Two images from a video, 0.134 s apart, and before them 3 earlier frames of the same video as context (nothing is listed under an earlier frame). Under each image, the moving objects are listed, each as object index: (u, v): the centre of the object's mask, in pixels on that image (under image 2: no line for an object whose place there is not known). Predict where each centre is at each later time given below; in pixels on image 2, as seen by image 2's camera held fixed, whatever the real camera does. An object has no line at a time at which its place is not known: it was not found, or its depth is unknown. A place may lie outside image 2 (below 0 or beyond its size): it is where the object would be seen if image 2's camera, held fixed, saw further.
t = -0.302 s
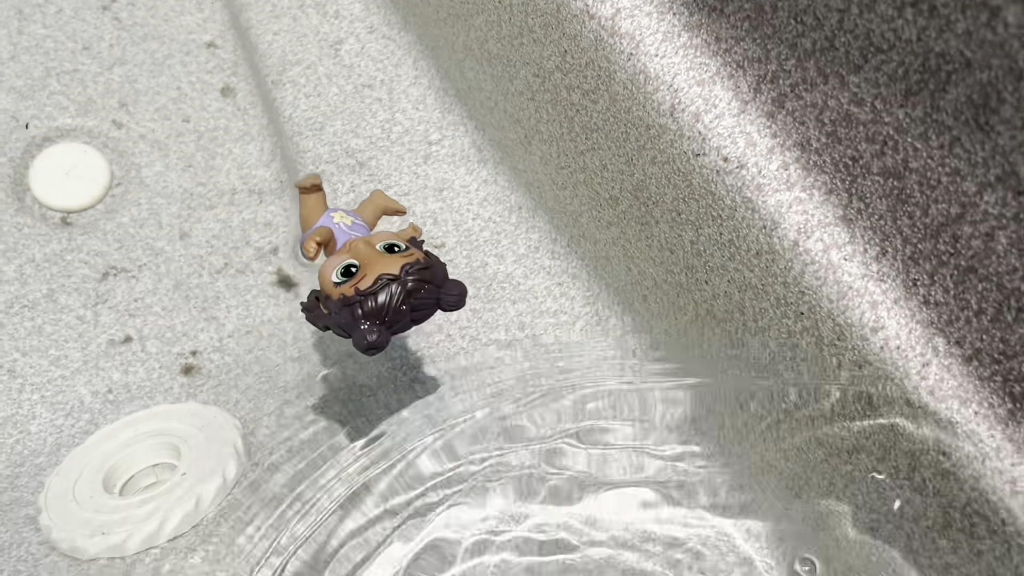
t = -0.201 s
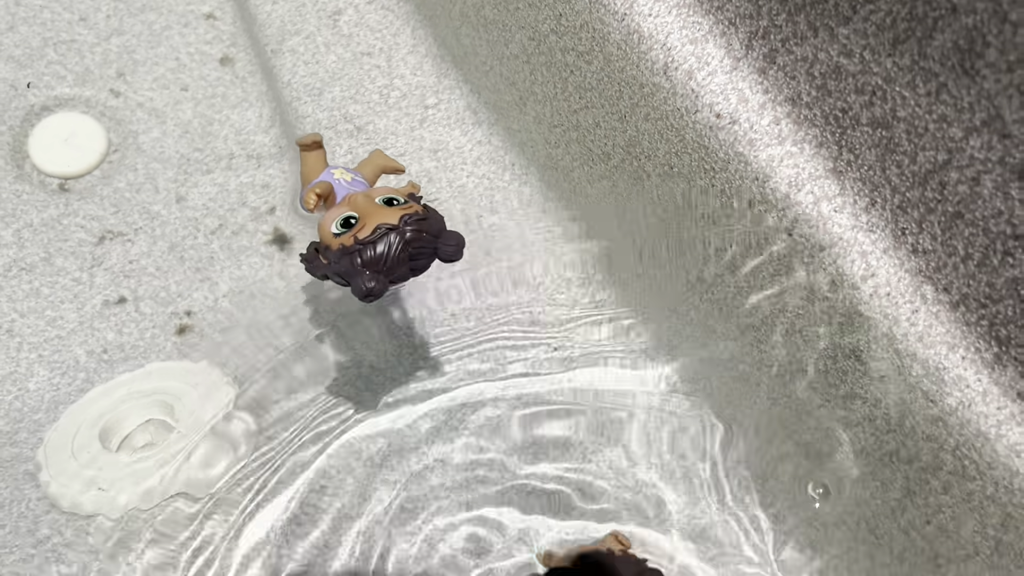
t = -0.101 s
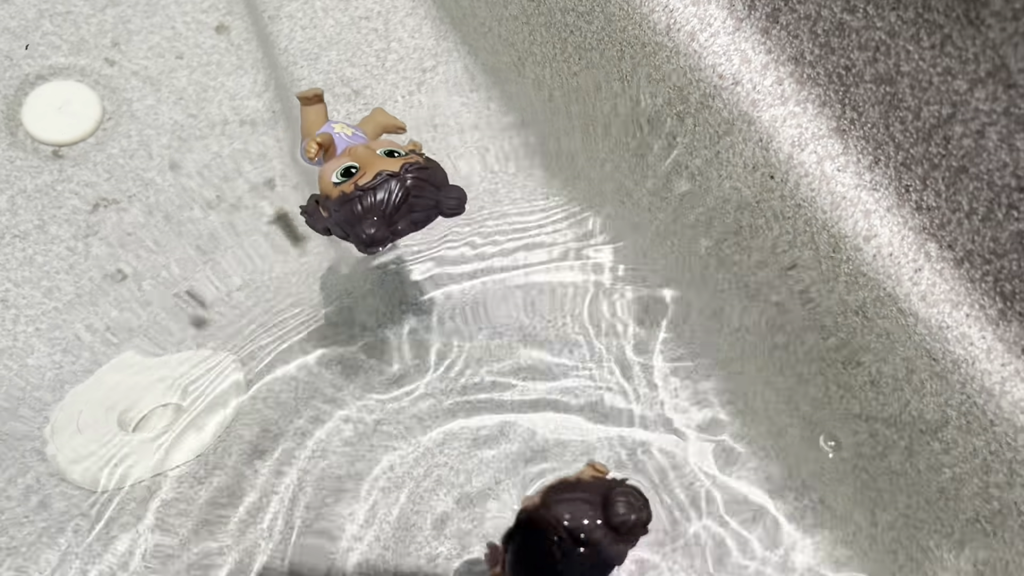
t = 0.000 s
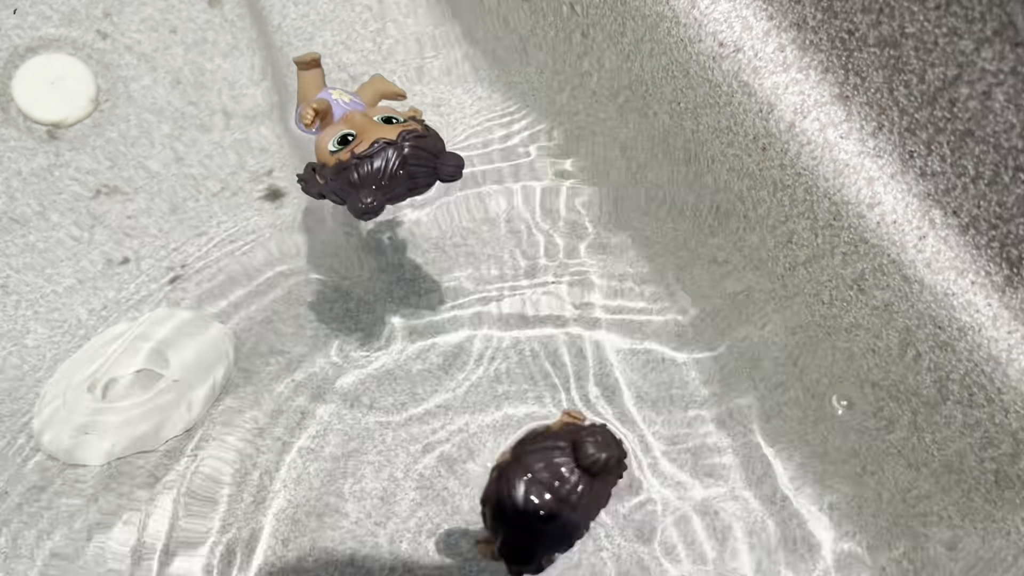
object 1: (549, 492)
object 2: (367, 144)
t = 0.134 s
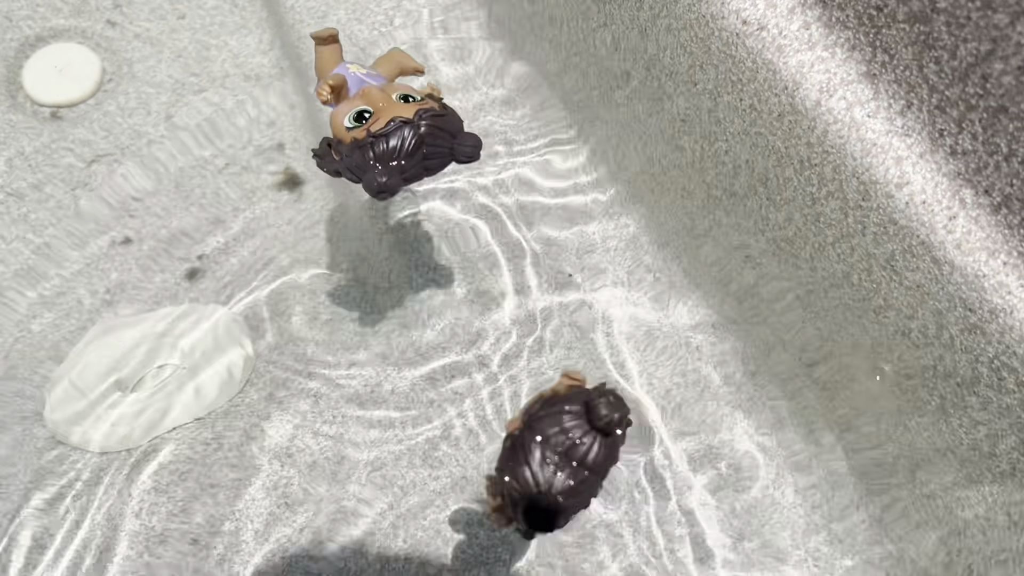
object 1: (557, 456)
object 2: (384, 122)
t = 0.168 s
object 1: (556, 453)
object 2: (384, 121)
